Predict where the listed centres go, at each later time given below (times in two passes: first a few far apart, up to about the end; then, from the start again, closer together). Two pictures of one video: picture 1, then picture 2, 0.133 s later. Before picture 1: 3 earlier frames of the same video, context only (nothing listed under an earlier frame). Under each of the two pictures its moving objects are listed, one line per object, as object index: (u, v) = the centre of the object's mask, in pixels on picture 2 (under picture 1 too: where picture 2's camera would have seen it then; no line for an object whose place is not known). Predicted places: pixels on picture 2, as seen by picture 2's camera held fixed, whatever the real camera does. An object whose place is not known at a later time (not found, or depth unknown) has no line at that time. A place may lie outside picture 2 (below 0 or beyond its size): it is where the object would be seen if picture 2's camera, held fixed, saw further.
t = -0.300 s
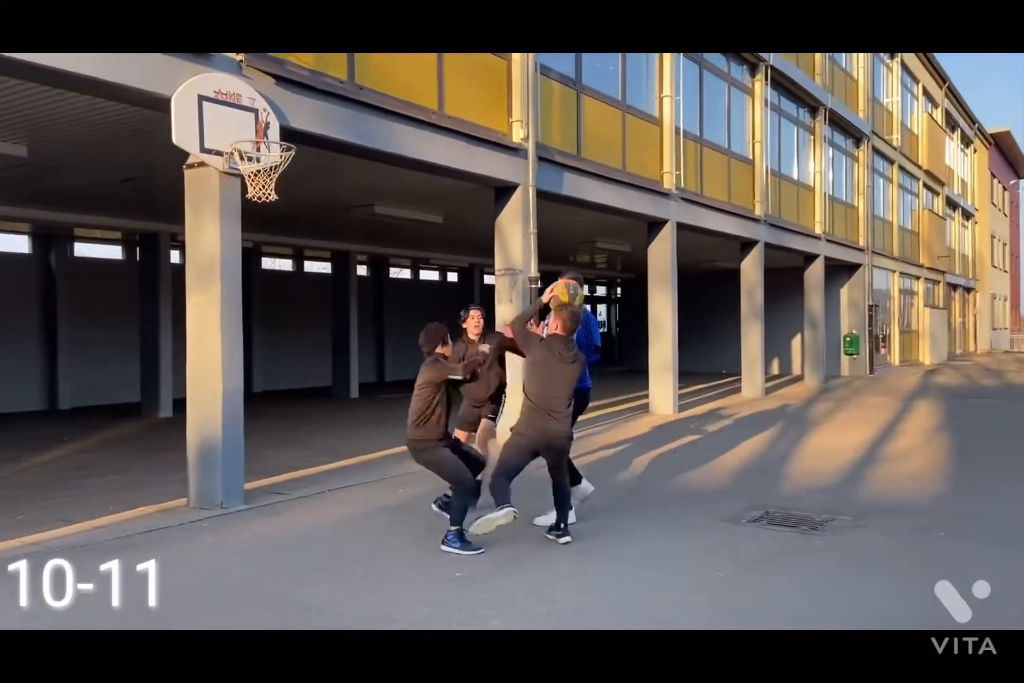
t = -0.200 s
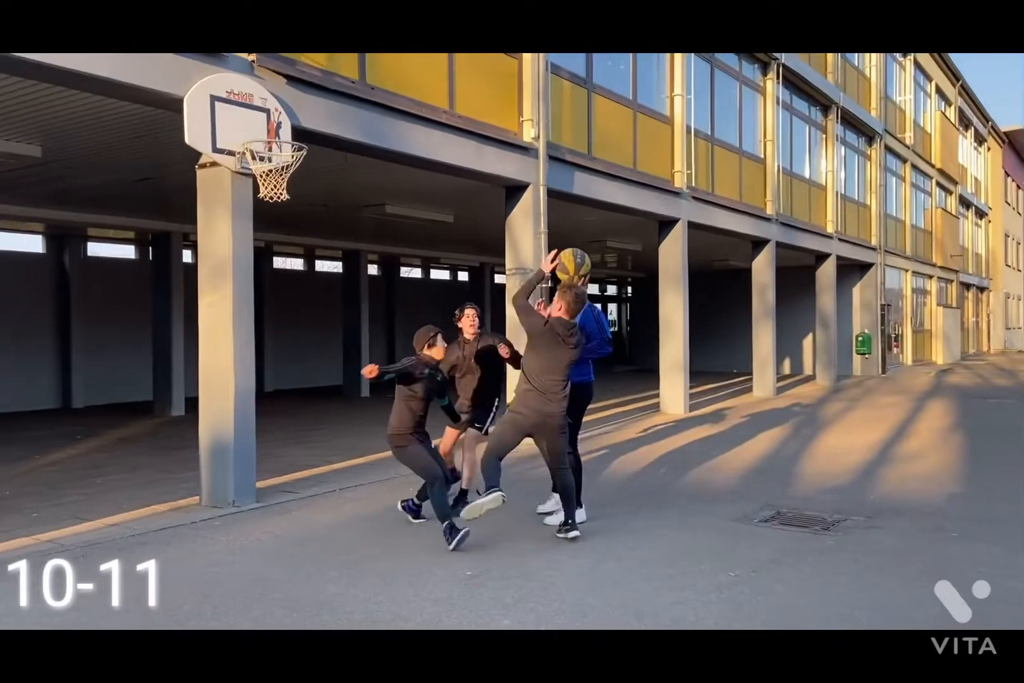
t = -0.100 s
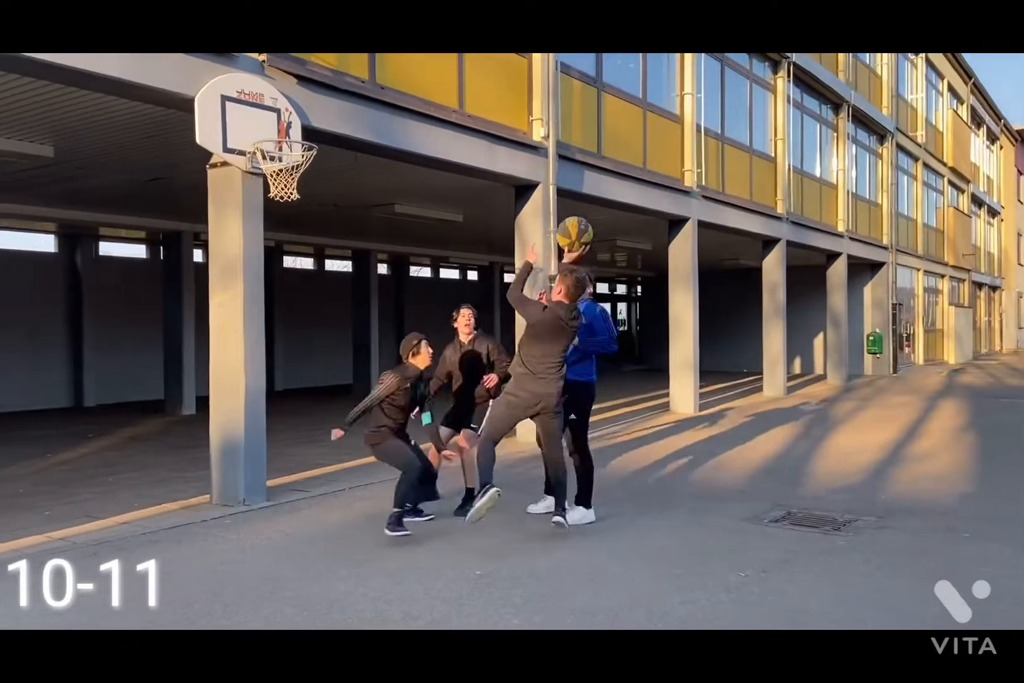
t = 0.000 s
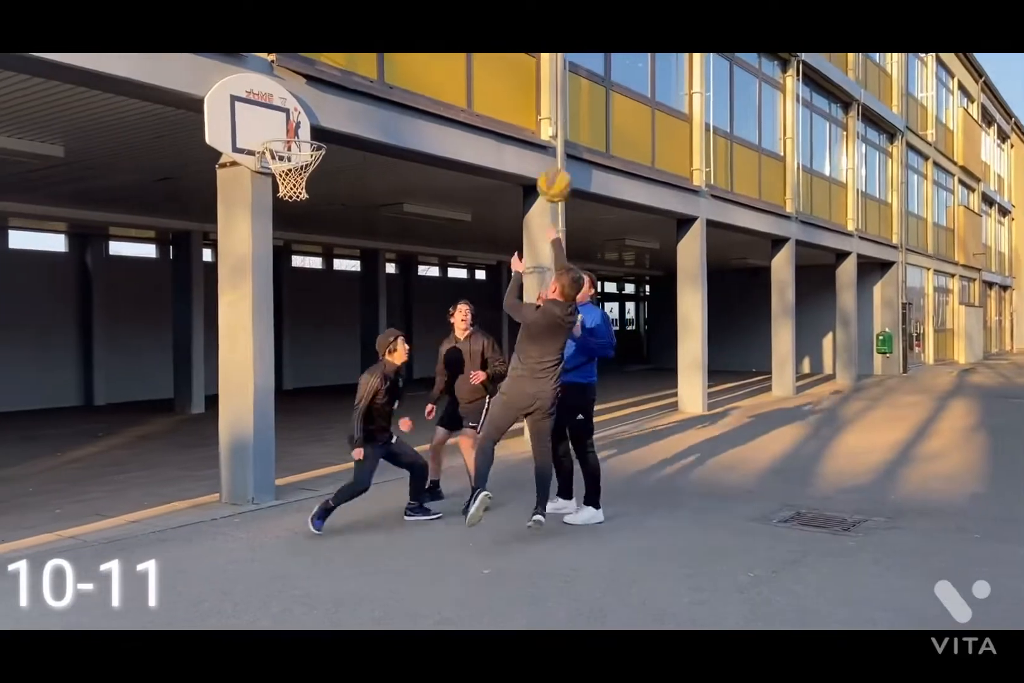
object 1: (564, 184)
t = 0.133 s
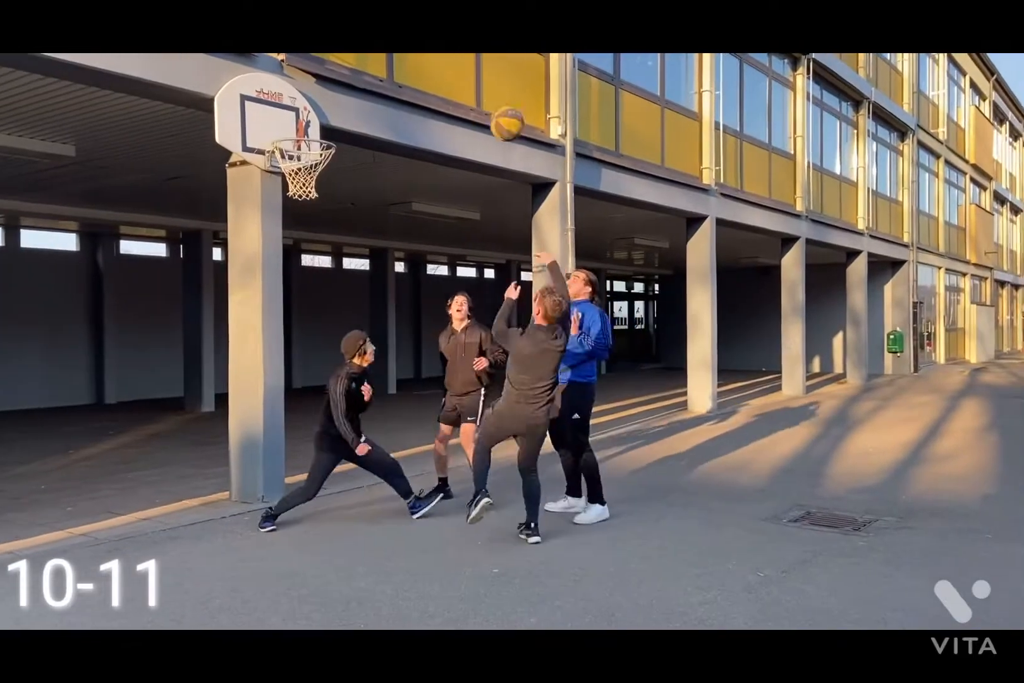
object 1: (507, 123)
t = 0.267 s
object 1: (454, 91)
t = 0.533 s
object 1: (362, 98)
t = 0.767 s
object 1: (311, 147)
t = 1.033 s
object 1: (345, 232)
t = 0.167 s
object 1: (493, 113)
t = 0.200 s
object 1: (481, 105)
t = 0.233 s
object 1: (467, 98)
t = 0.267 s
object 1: (454, 91)
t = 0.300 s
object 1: (442, 87)
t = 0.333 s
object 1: (430, 85)
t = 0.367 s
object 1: (418, 83)
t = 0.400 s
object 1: (405, 84)
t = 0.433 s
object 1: (394, 85)
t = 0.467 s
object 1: (383, 88)
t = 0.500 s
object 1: (372, 92)
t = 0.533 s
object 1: (362, 98)
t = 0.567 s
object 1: (351, 105)
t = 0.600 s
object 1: (340, 114)
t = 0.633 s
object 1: (331, 122)
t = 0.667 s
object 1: (321, 130)
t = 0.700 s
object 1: (309, 142)
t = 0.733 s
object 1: (308, 146)
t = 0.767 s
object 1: (311, 147)
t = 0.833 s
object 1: (324, 174)
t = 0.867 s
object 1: (326, 179)
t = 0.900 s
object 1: (329, 186)
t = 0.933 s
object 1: (333, 196)
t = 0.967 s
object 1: (337, 207)
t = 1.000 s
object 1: (342, 219)
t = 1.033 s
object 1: (345, 232)
